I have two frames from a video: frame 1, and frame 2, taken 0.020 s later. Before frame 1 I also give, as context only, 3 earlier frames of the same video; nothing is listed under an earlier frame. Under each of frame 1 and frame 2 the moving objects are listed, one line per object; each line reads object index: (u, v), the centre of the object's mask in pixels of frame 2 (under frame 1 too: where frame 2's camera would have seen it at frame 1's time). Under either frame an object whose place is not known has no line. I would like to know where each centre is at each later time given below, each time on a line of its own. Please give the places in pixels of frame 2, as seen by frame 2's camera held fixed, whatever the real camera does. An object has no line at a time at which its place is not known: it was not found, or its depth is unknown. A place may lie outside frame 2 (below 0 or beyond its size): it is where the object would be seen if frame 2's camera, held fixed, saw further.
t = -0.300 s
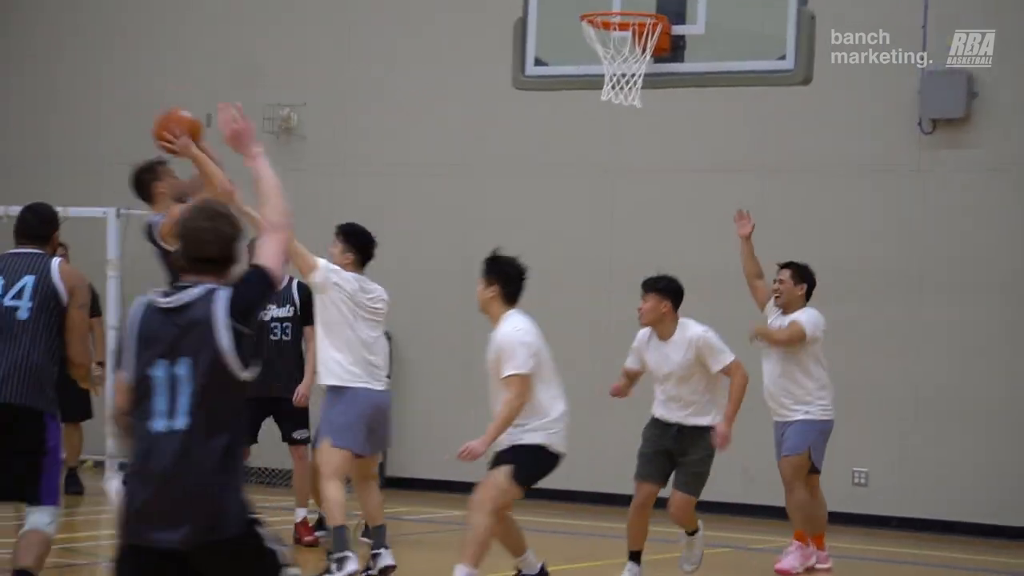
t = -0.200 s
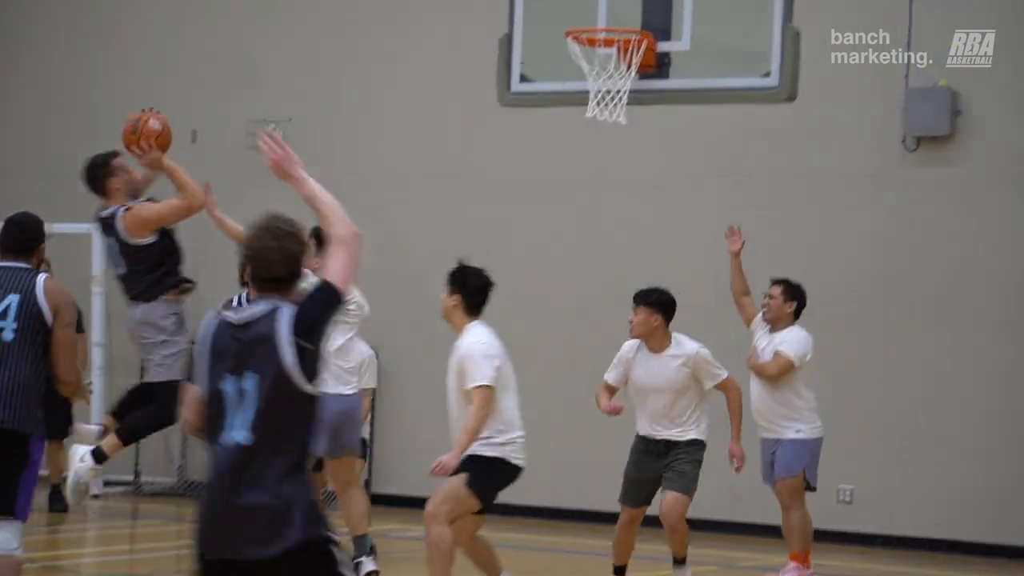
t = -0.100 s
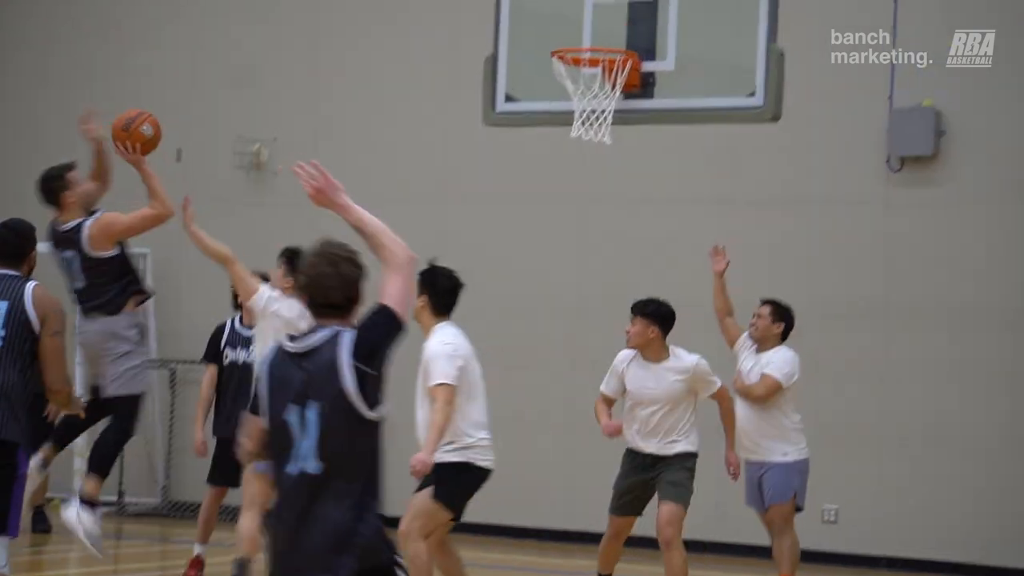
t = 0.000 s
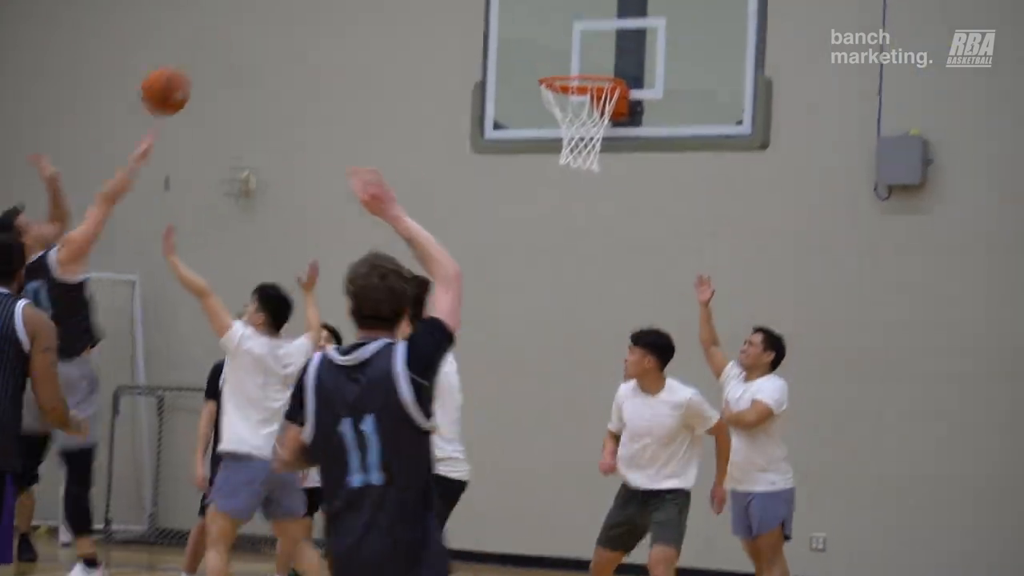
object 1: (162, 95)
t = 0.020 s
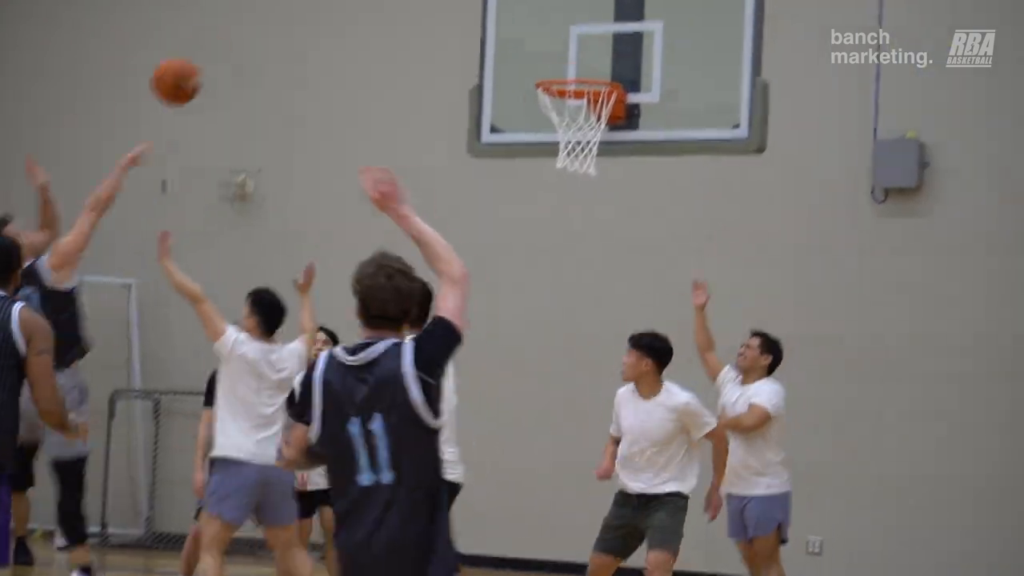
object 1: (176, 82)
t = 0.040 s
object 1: (190, 69)
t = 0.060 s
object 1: (203, 57)
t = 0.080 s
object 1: (216, 46)
